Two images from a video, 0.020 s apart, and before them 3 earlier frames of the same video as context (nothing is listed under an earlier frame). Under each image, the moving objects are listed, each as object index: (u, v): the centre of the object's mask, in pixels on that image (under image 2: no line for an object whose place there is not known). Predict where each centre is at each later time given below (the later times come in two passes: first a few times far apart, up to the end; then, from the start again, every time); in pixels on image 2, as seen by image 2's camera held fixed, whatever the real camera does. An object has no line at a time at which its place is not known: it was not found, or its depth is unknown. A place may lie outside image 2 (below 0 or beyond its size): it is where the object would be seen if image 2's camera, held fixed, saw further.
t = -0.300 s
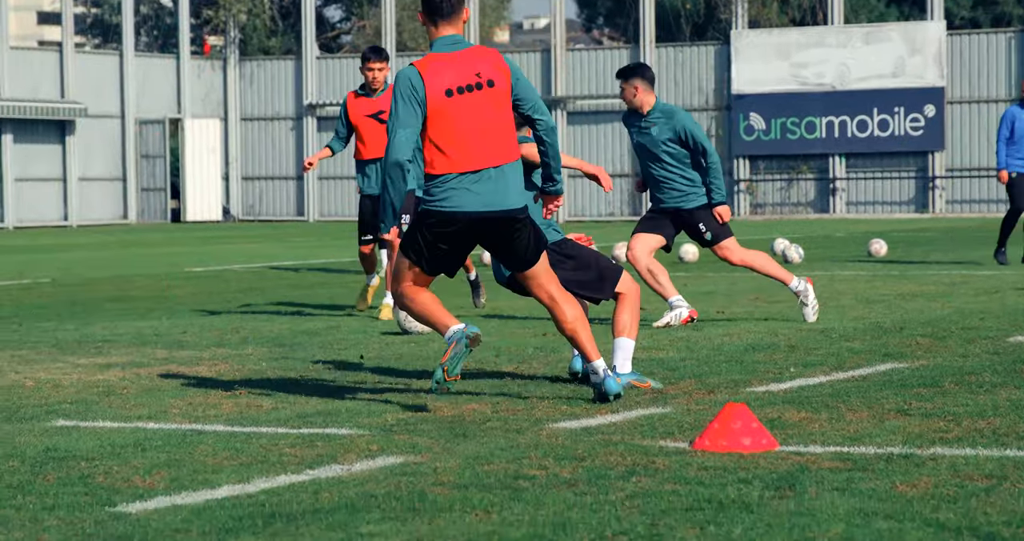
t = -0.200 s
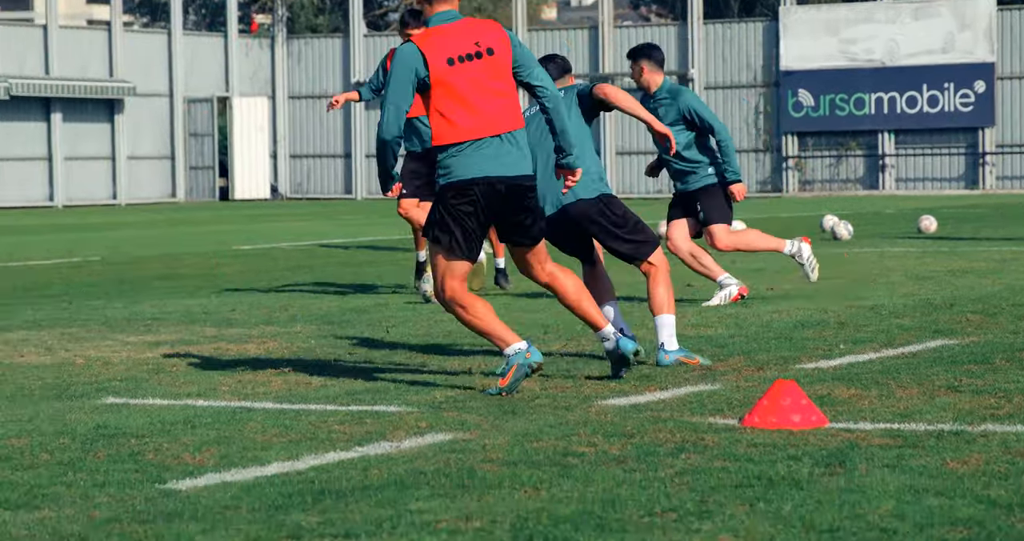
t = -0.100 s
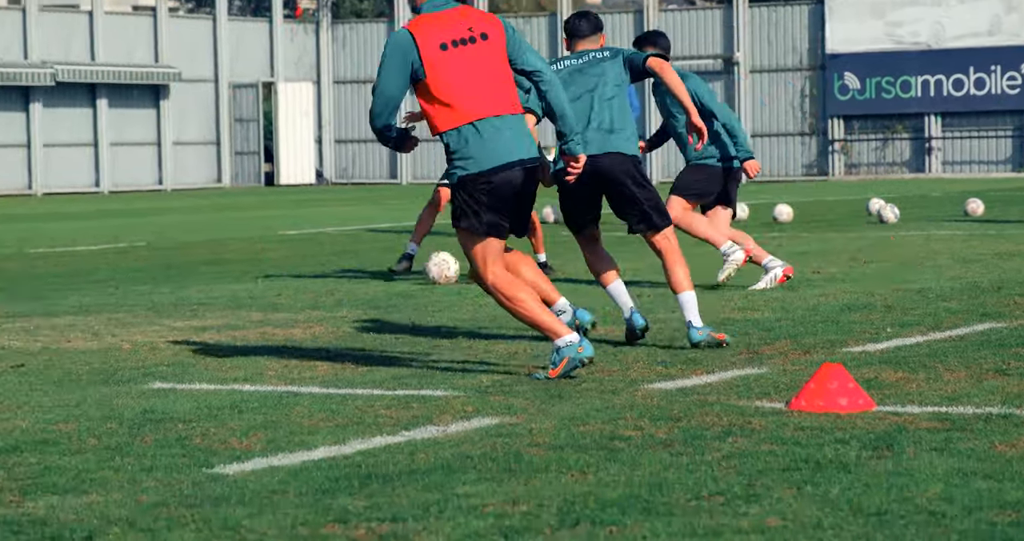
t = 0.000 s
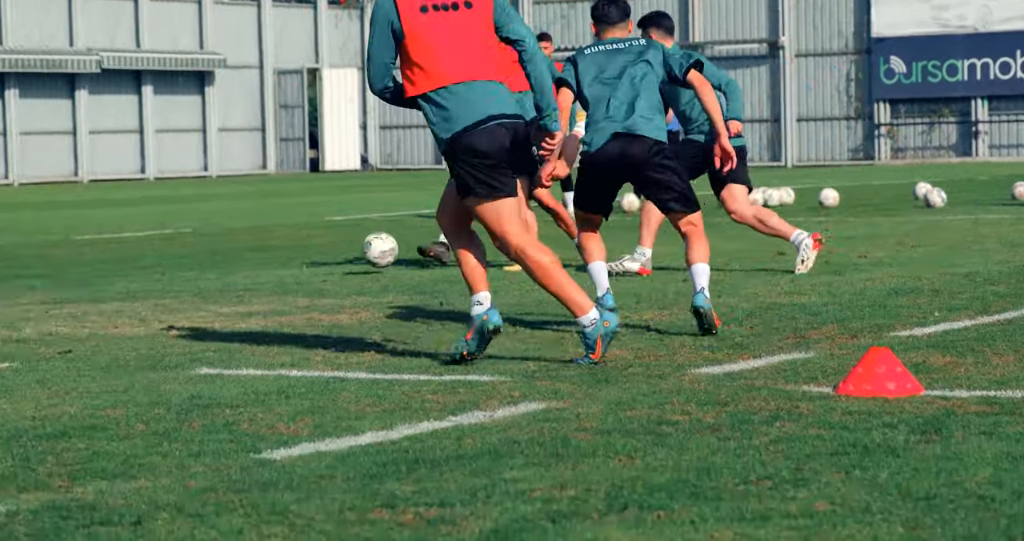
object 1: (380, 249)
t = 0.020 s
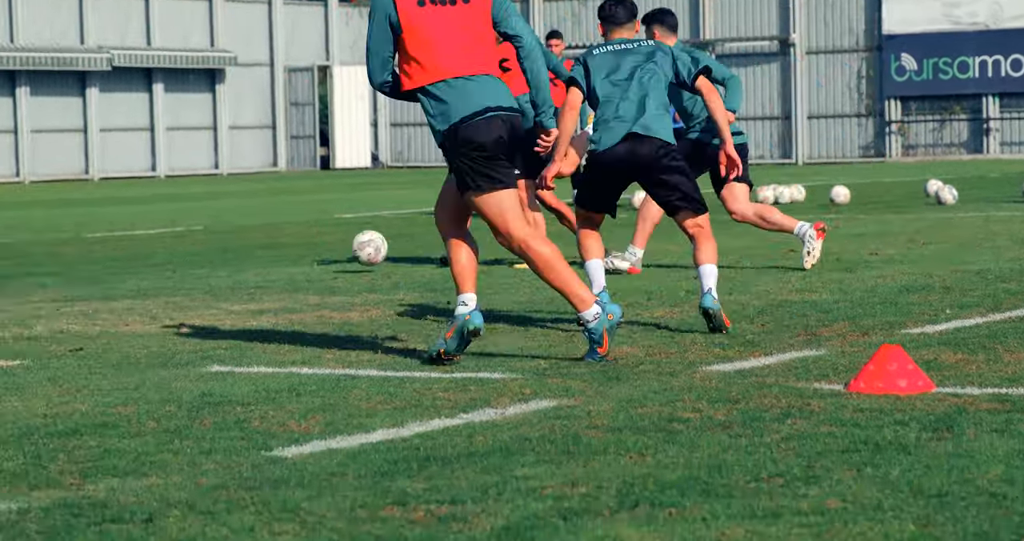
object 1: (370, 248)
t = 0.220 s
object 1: (180, 257)
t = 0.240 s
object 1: (163, 257)
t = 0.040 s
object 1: (349, 249)
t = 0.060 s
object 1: (328, 251)
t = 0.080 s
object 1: (307, 253)
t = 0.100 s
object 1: (286, 256)
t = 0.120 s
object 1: (265, 259)
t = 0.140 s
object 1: (246, 259)
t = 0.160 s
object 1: (229, 259)
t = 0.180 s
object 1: (212, 258)
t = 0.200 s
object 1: (197, 257)
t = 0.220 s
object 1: (180, 257)
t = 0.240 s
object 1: (163, 257)
